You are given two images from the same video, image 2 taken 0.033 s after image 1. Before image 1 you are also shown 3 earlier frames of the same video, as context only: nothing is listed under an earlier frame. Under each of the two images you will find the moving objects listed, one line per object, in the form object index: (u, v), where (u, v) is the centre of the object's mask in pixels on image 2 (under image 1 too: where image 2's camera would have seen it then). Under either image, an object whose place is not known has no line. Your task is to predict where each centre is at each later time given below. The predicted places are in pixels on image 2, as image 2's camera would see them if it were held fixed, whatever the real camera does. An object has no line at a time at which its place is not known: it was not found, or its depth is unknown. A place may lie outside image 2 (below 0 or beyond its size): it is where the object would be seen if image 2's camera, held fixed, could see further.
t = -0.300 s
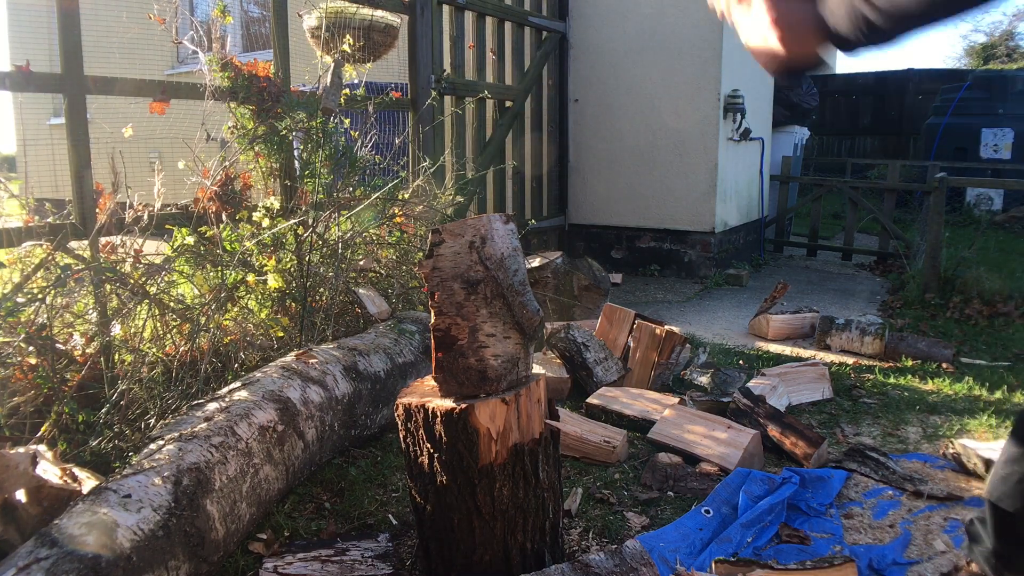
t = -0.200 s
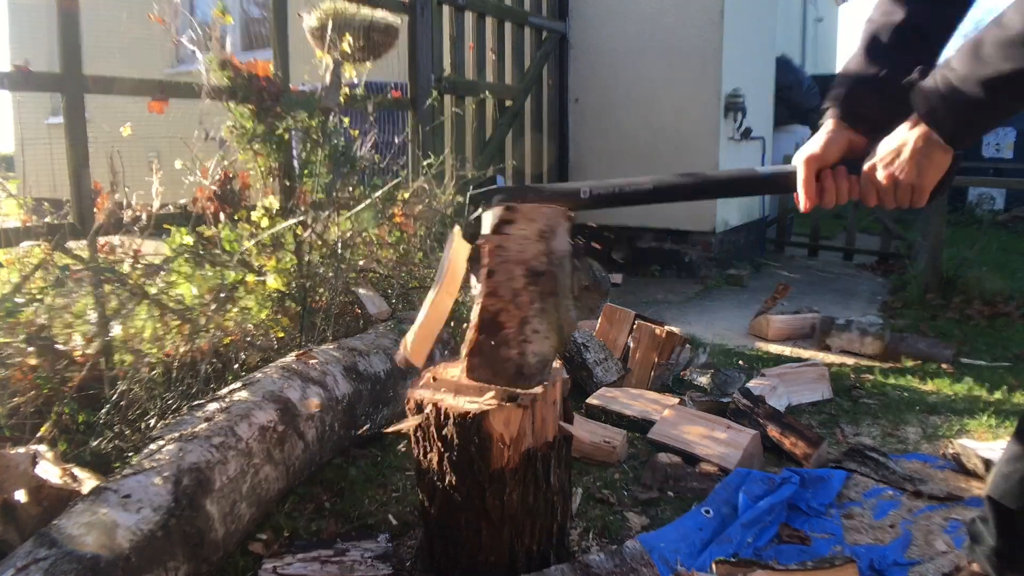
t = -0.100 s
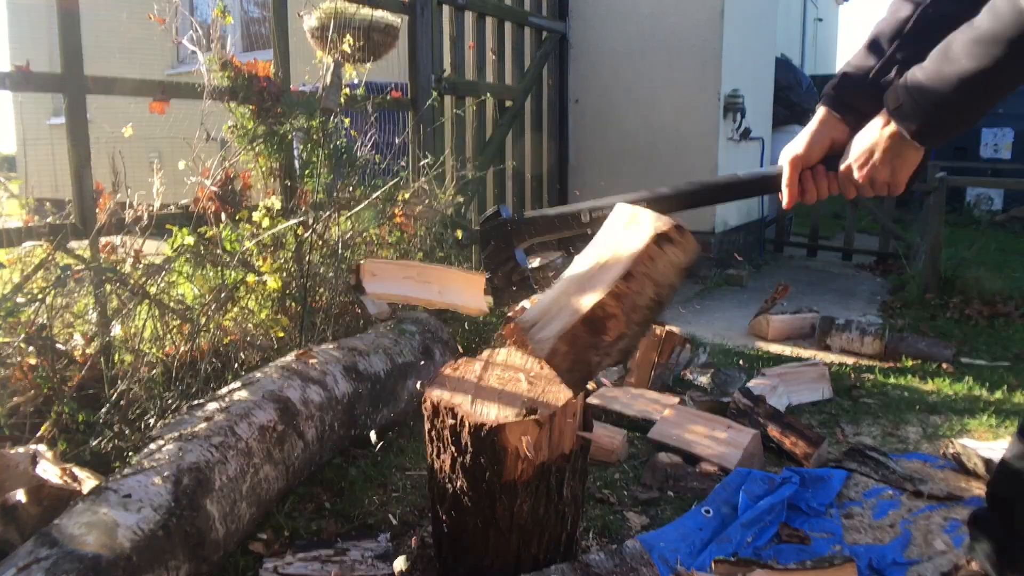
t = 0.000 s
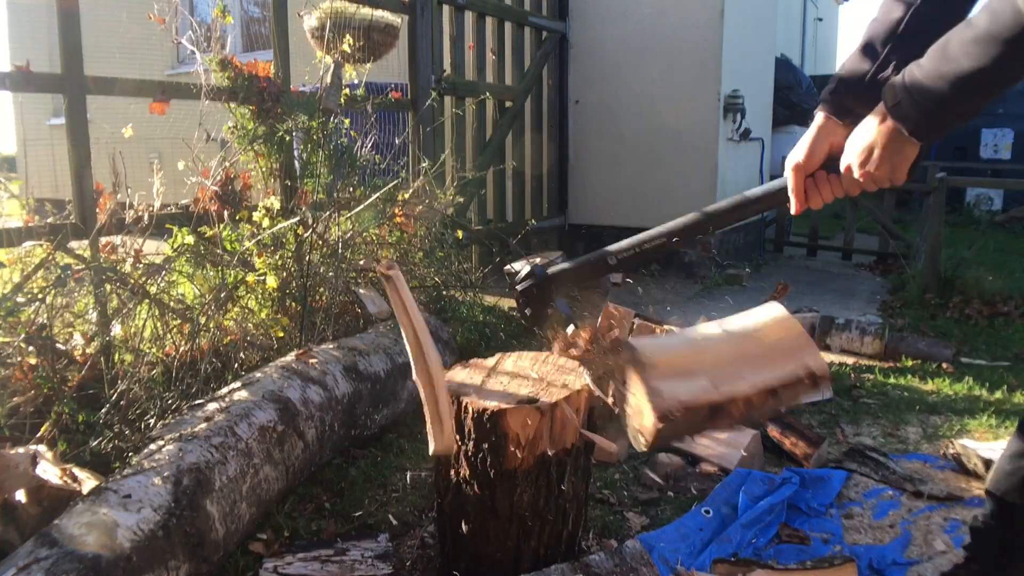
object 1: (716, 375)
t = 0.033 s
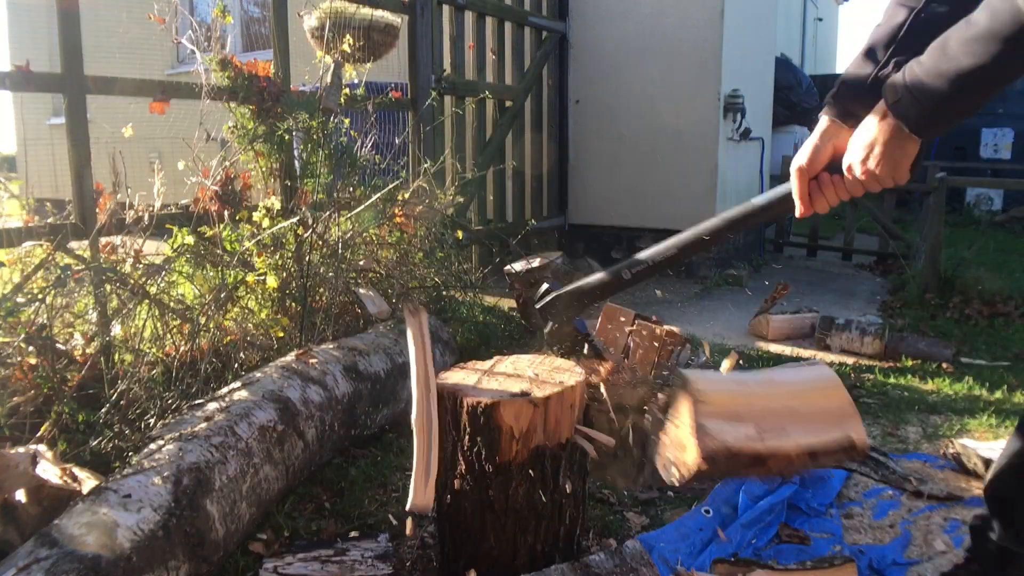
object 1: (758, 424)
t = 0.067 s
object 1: (793, 482)
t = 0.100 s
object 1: (813, 532)
